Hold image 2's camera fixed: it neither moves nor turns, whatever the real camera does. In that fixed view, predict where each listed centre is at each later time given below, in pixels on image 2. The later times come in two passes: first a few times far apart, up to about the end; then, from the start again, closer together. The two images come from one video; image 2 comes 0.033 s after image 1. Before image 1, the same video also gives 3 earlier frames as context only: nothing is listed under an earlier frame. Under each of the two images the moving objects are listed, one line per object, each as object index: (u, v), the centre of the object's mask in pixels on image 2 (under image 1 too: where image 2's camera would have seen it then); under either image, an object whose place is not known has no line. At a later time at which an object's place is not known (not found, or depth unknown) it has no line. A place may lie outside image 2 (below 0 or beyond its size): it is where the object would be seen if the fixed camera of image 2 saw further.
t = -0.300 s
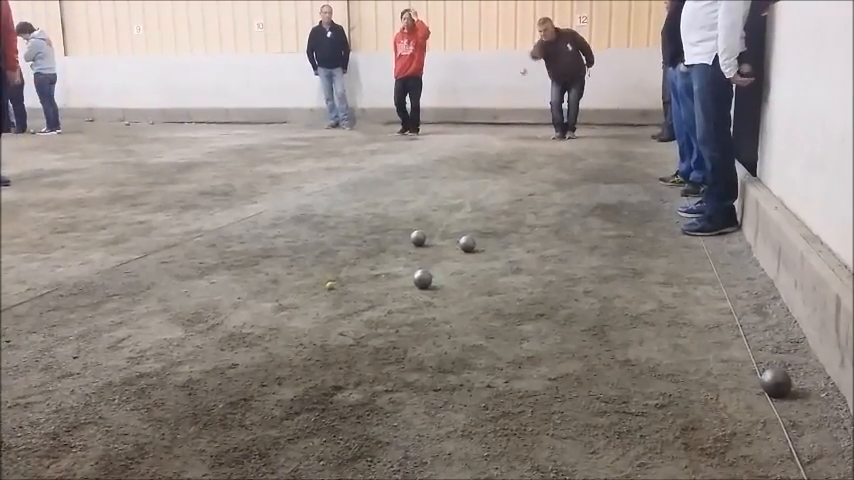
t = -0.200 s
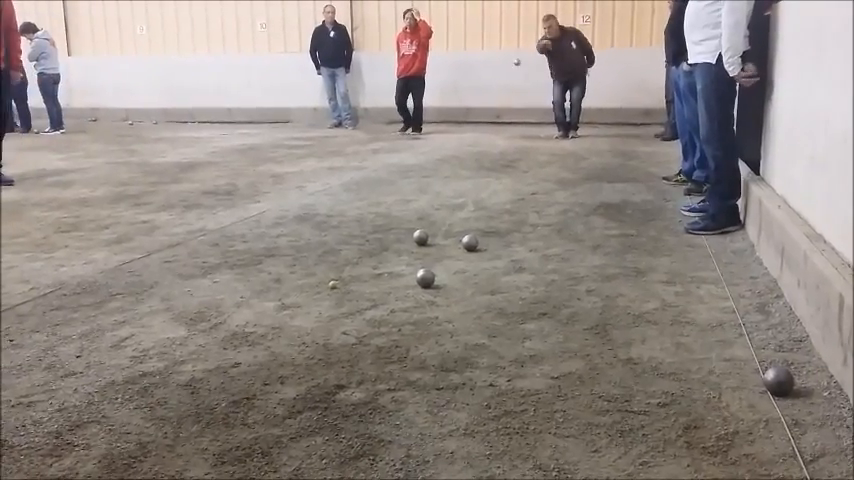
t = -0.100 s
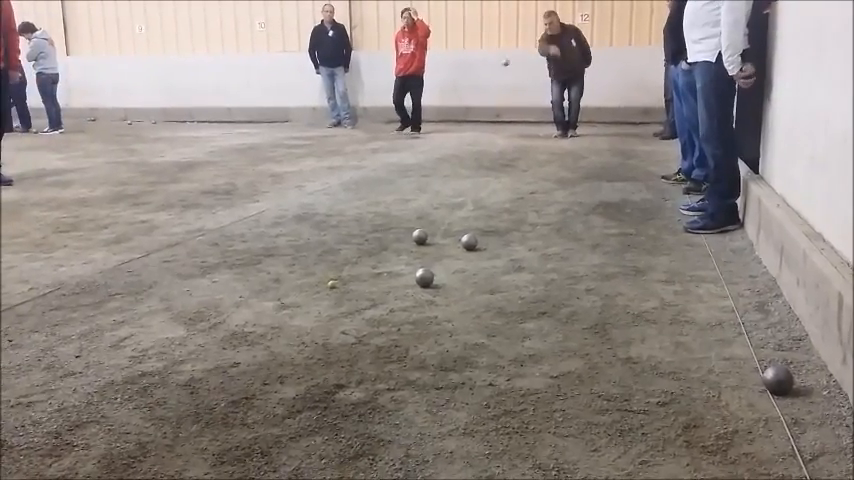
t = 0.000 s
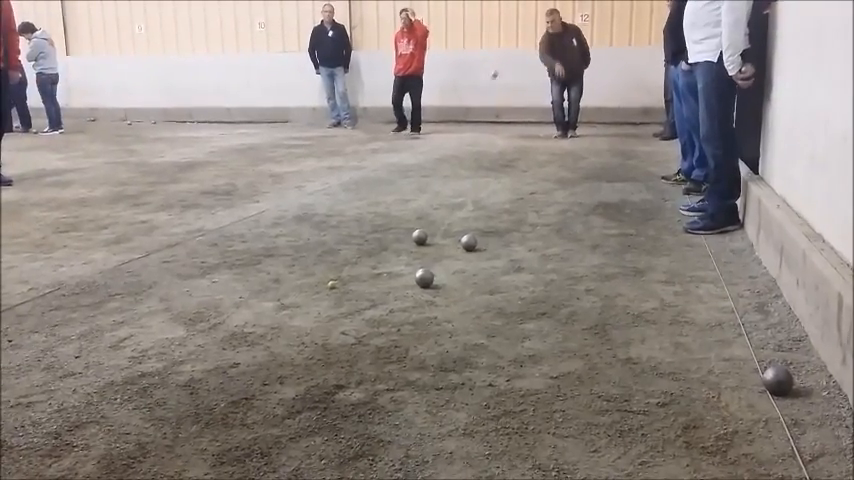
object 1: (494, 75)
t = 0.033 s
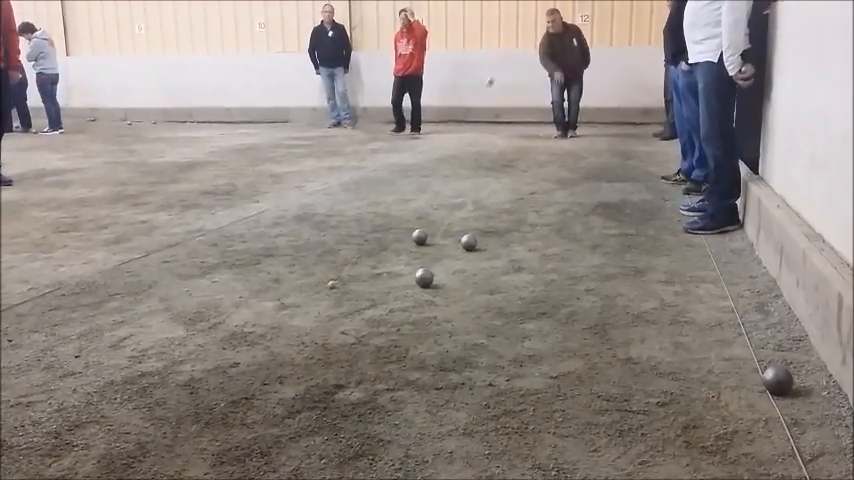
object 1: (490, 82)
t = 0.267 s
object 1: (458, 166)
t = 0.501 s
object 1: (446, 175)
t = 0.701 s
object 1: (436, 181)
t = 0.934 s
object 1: (428, 190)
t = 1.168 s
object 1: (420, 201)
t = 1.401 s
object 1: (413, 216)
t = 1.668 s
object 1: (403, 233)
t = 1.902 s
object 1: (393, 247)
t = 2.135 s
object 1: (385, 259)
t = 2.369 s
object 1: (376, 273)
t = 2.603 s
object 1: (369, 282)
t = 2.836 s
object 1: (363, 291)
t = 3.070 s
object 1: (357, 297)
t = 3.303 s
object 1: (357, 298)
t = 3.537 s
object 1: (358, 297)
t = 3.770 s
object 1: (358, 297)
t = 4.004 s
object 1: (357, 297)
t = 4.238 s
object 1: (358, 297)
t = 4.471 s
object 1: (357, 297)
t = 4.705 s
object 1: (357, 297)
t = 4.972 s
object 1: (357, 297)
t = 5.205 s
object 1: (357, 297)
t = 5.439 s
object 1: (357, 297)
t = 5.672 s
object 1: (357, 297)
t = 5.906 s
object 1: (357, 297)
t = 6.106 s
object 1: (357, 297)
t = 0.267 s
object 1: (458, 166)
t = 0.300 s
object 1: (456, 164)
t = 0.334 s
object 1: (455, 164)
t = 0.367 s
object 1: (453, 165)
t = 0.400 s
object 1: (452, 168)
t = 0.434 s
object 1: (450, 172)
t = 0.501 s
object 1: (446, 175)
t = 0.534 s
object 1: (445, 174)
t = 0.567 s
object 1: (442, 174)
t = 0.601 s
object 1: (441, 175)
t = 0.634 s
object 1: (439, 178)
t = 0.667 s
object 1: (437, 181)
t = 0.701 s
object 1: (436, 181)
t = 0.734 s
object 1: (435, 183)
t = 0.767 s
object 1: (434, 185)
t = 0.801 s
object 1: (433, 186)
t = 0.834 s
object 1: (431, 187)
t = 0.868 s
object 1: (430, 188)
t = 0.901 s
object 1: (429, 189)
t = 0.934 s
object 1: (428, 190)
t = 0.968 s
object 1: (427, 192)
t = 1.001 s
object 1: (426, 193)
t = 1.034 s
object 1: (425, 195)
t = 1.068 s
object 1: (424, 196)
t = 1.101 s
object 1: (423, 197)
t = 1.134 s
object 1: (421, 200)
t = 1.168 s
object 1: (420, 201)
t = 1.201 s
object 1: (419, 203)
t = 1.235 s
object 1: (418, 206)
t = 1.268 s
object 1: (417, 207)
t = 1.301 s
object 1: (416, 209)
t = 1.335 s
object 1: (415, 211)
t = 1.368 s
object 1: (414, 214)
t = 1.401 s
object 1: (413, 216)
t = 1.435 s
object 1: (411, 217)
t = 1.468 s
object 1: (410, 220)
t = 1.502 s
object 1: (409, 222)
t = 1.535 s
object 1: (407, 225)
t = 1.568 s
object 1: (406, 226)
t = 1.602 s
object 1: (405, 228)
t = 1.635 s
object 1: (404, 231)
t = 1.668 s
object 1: (403, 233)
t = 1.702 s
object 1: (402, 234)
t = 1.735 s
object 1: (400, 237)
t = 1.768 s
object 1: (399, 239)
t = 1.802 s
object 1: (398, 241)
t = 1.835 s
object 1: (397, 243)
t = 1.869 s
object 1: (395, 245)
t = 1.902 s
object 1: (393, 247)
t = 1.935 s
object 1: (392, 249)
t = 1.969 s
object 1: (391, 251)
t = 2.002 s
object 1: (390, 254)
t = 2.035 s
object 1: (388, 255)
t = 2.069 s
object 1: (387, 257)
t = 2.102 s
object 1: (386, 259)
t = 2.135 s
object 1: (385, 259)
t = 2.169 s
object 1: (384, 261)
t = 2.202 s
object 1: (383, 263)
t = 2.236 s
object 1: (381, 266)
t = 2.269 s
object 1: (379, 268)
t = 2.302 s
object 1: (378, 269)
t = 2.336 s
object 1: (377, 270)
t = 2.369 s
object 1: (376, 273)
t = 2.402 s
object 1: (375, 274)
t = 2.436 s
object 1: (374, 276)
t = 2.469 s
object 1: (373, 278)
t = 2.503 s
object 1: (372, 279)
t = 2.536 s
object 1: (371, 280)
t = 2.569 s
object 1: (370, 281)
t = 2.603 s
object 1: (369, 282)
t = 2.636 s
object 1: (368, 283)
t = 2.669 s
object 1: (367, 285)
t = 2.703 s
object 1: (366, 286)
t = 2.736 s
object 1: (365, 287)
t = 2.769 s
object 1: (364, 288)
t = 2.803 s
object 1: (364, 290)
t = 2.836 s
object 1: (363, 291)
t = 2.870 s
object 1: (361, 293)
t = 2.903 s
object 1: (360, 293)
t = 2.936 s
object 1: (359, 294)
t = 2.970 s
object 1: (358, 295)
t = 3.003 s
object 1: (358, 295)
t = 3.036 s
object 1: (357, 296)
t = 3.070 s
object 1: (357, 297)
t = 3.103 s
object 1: (357, 297)
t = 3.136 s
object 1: (357, 297)
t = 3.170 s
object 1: (357, 297)
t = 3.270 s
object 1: (357, 297)
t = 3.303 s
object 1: (357, 298)
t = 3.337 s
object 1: (358, 297)
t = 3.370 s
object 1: (357, 297)
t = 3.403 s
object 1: (358, 297)
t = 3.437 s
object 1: (358, 297)
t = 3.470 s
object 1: (357, 297)
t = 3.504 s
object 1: (358, 297)
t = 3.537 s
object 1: (358, 297)
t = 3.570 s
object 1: (357, 297)
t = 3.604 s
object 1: (357, 297)
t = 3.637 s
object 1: (358, 297)
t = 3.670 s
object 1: (358, 297)
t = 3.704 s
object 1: (358, 297)
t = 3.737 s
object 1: (358, 297)
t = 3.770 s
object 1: (358, 297)
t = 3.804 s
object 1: (358, 297)
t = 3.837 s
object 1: (358, 297)
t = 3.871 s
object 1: (358, 297)
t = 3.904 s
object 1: (358, 297)
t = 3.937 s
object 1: (357, 297)
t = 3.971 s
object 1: (357, 297)
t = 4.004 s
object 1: (357, 297)
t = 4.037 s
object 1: (357, 297)
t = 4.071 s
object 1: (358, 297)
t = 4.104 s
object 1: (358, 297)
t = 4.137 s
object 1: (358, 297)
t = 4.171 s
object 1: (358, 297)
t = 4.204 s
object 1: (358, 297)
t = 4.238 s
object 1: (358, 297)
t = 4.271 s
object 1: (358, 297)
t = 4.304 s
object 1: (358, 297)
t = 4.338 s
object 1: (358, 297)
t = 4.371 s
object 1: (358, 297)
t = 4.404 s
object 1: (357, 297)
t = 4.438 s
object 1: (357, 297)
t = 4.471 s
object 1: (357, 297)
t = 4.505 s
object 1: (357, 297)
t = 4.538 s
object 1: (357, 297)
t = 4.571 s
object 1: (357, 297)
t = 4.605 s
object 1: (358, 297)
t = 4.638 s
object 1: (358, 297)
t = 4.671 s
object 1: (358, 297)
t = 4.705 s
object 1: (357, 297)
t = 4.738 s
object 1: (357, 297)
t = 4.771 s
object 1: (358, 297)
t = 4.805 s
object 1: (357, 297)
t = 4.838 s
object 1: (357, 297)
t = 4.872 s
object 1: (357, 297)
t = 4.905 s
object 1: (357, 297)
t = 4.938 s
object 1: (357, 297)
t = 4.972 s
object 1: (357, 297)
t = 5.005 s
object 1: (357, 297)
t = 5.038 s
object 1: (357, 297)
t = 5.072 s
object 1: (357, 297)
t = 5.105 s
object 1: (357, 297)
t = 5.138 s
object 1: (357, 298)
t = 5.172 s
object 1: (357, 297)
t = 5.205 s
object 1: (357, 297)
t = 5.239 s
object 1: (357, 297)
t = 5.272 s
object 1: (357, 297)
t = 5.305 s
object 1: (357, 297)
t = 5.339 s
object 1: (357, 297)
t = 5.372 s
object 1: (357, 297)
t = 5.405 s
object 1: (357, 297)
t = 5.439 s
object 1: (357, 297)
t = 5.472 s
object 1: (357, 297)
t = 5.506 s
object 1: (357, 297)
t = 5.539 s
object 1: (357, 297)
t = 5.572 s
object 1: (357, 297)
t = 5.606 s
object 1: (357, 297)
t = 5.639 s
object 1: (357, 297)
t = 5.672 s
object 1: (357, 297)
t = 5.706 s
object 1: (357, 297)
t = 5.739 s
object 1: (357, 297)
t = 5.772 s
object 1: (357, 297)
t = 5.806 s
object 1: (357, 297)
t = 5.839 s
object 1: (357, 297)
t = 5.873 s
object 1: (357, 297)
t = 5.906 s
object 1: (357, 297)
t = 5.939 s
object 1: (357, 297)
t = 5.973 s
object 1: (357, 297)
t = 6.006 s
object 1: (357, 297)
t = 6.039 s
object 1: (357, 297)
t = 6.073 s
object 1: (357, 297)
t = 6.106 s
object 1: (357, 297)
